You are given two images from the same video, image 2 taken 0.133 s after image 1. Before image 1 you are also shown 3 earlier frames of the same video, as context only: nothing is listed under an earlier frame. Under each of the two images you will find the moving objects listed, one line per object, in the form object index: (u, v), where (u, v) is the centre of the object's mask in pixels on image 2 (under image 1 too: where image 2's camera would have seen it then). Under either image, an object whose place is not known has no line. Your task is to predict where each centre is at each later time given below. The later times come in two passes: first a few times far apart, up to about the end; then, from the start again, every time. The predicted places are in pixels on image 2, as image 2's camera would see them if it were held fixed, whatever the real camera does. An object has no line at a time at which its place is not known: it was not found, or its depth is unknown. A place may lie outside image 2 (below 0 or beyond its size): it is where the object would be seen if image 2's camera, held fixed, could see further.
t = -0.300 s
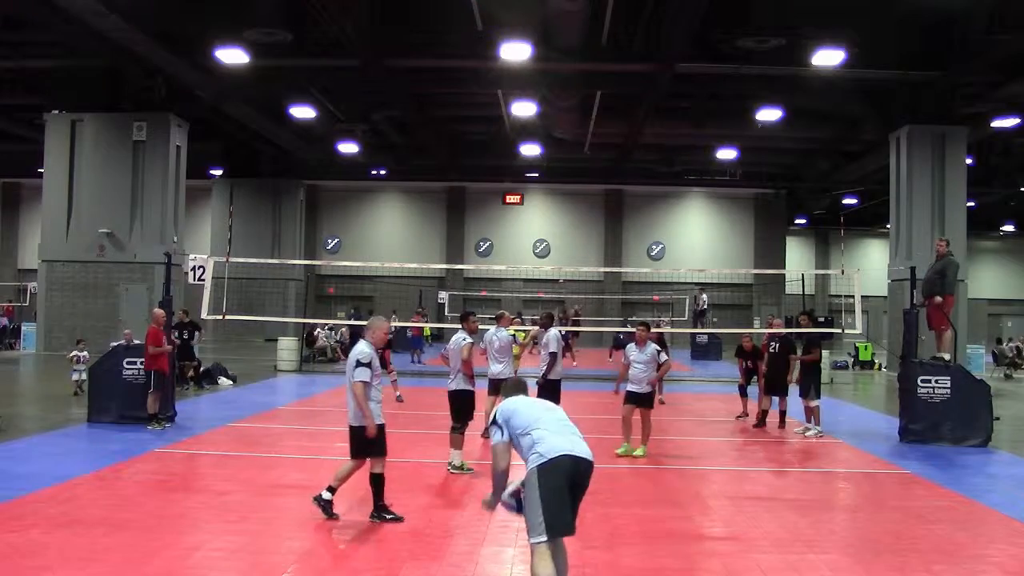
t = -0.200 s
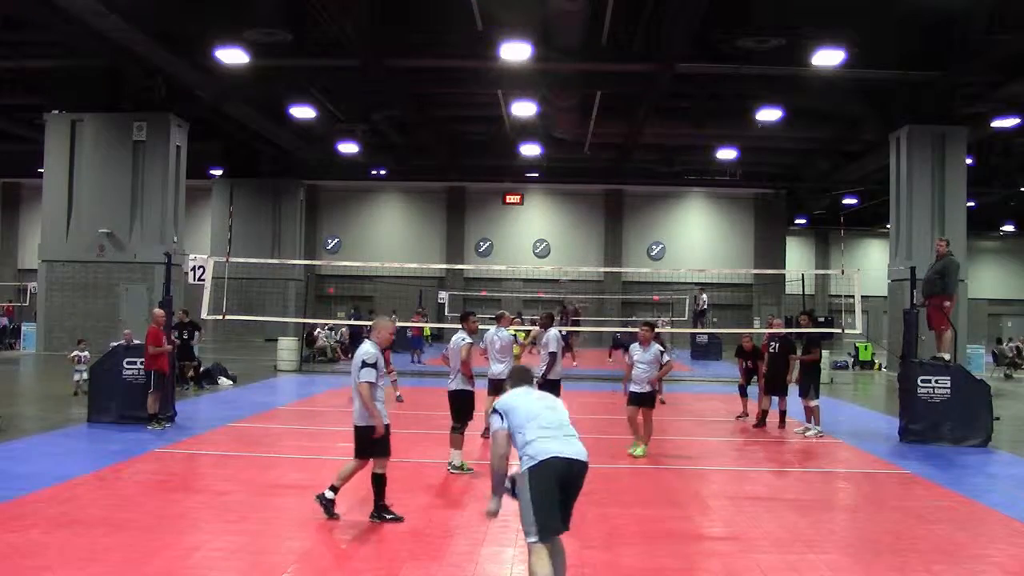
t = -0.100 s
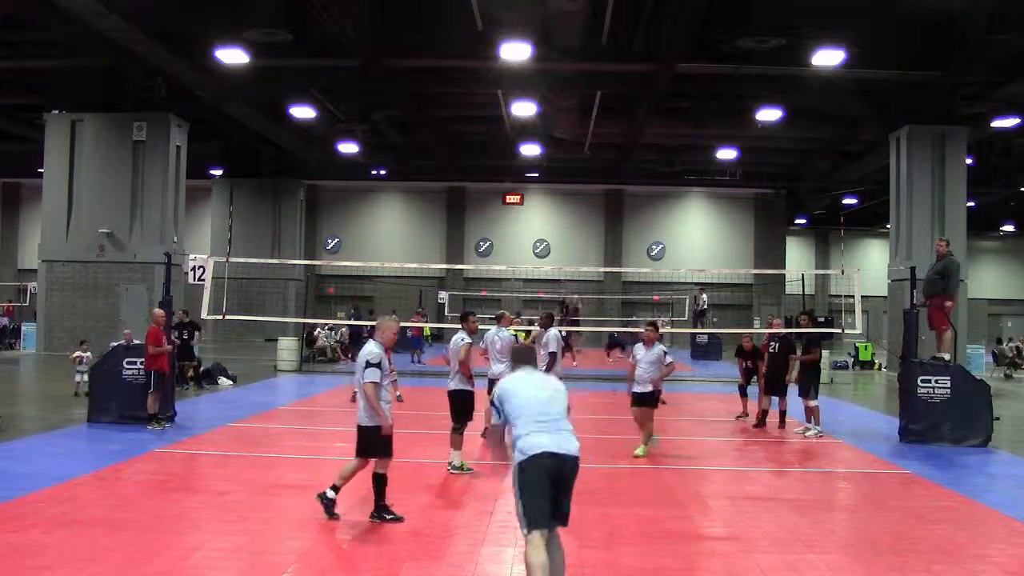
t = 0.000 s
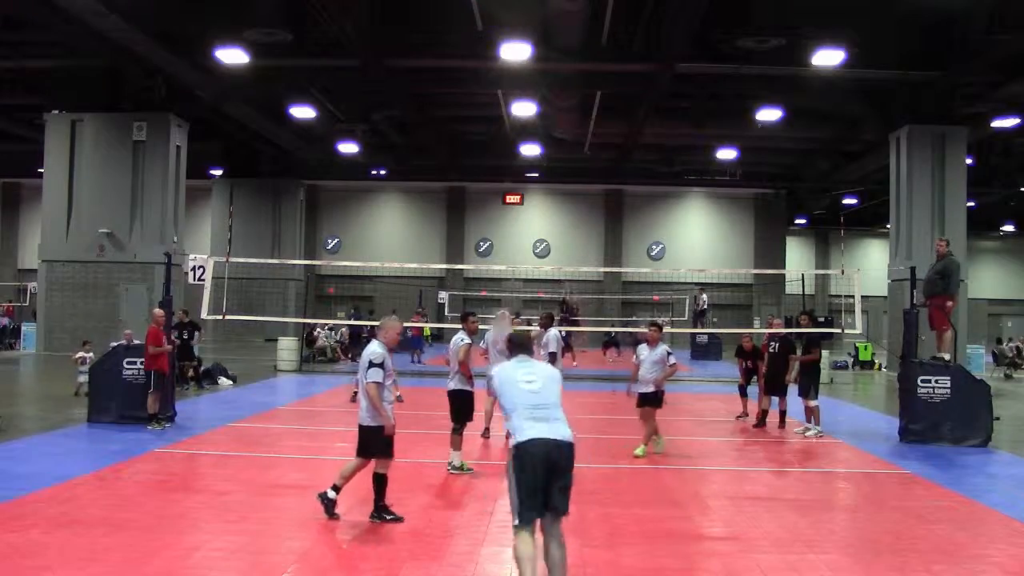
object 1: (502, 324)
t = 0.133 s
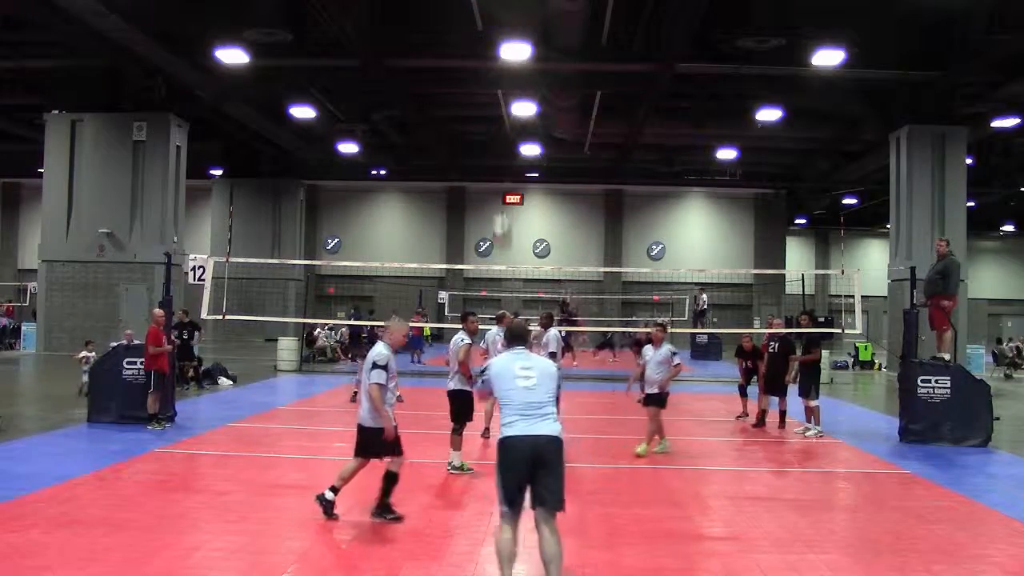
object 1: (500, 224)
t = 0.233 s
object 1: (497, 183)
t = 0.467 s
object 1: (487, 144)
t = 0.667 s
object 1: (481, 151)
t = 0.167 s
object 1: (499, 209)
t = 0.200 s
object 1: (497, 197)
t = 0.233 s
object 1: (497, 183)
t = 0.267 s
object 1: (495, 174)
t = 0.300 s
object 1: (494, 166)
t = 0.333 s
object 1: (493, 159)
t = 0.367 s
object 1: (492, 153)
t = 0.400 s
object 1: (490, 148)
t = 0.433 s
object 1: (489, 146)
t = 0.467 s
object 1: (487, 144)
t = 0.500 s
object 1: (486, 144)
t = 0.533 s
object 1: (485, 144)
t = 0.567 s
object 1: (484, 144)
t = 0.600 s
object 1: (483, 145)
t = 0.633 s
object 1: (482, 148)
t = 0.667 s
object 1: (481, 151)
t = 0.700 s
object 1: (480, 156)
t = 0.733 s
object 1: (479, 161)
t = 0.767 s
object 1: (478, 167)
